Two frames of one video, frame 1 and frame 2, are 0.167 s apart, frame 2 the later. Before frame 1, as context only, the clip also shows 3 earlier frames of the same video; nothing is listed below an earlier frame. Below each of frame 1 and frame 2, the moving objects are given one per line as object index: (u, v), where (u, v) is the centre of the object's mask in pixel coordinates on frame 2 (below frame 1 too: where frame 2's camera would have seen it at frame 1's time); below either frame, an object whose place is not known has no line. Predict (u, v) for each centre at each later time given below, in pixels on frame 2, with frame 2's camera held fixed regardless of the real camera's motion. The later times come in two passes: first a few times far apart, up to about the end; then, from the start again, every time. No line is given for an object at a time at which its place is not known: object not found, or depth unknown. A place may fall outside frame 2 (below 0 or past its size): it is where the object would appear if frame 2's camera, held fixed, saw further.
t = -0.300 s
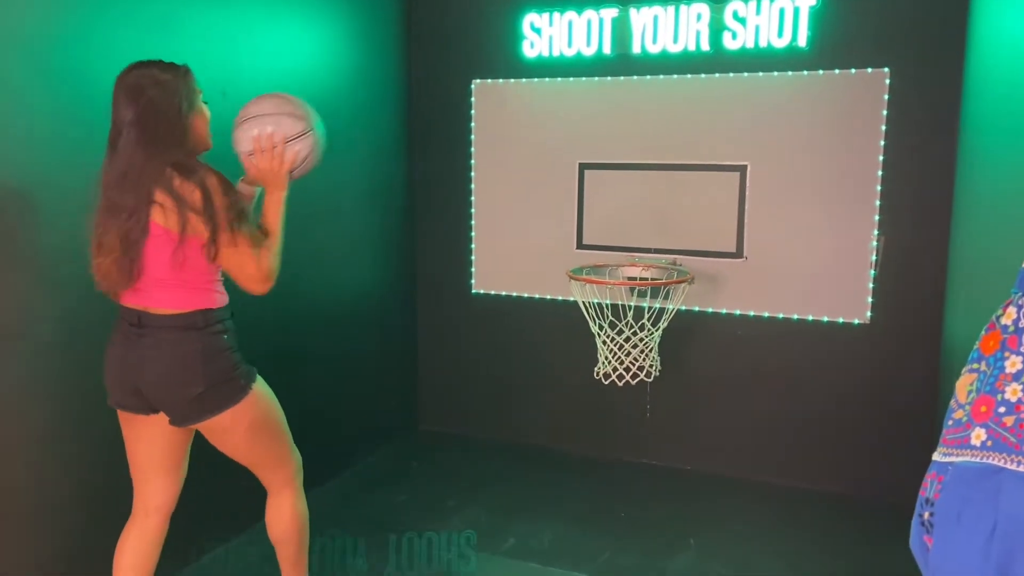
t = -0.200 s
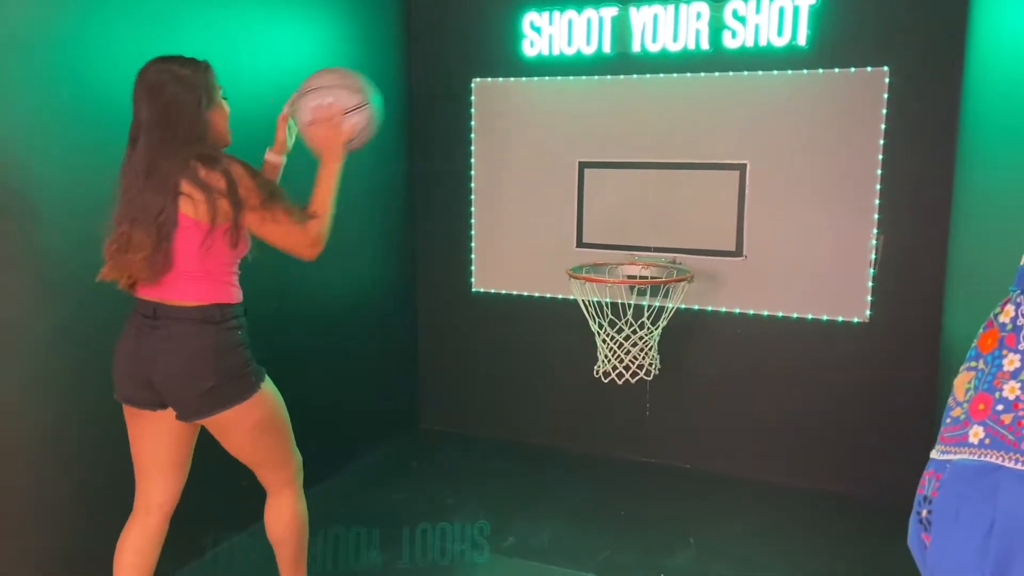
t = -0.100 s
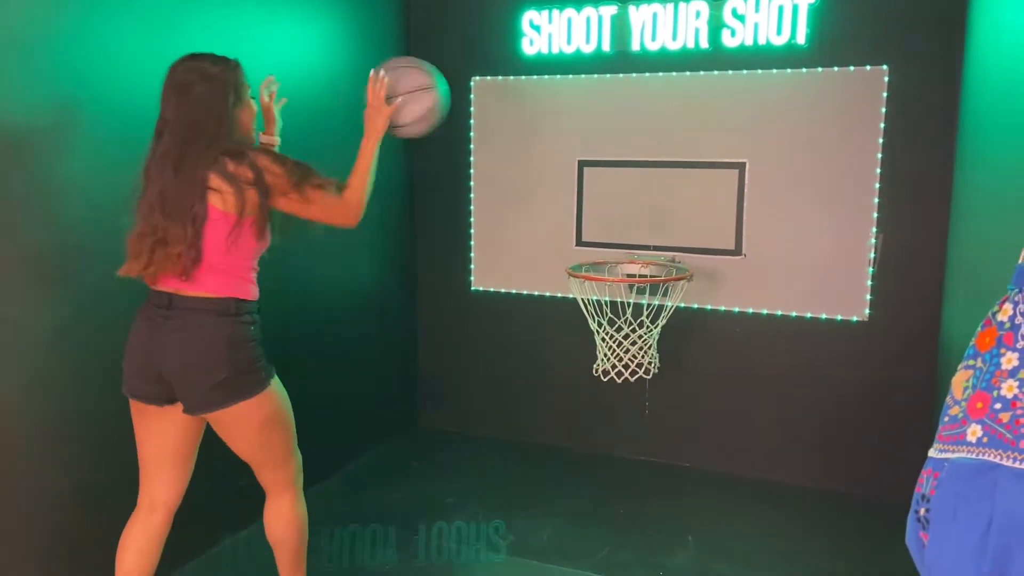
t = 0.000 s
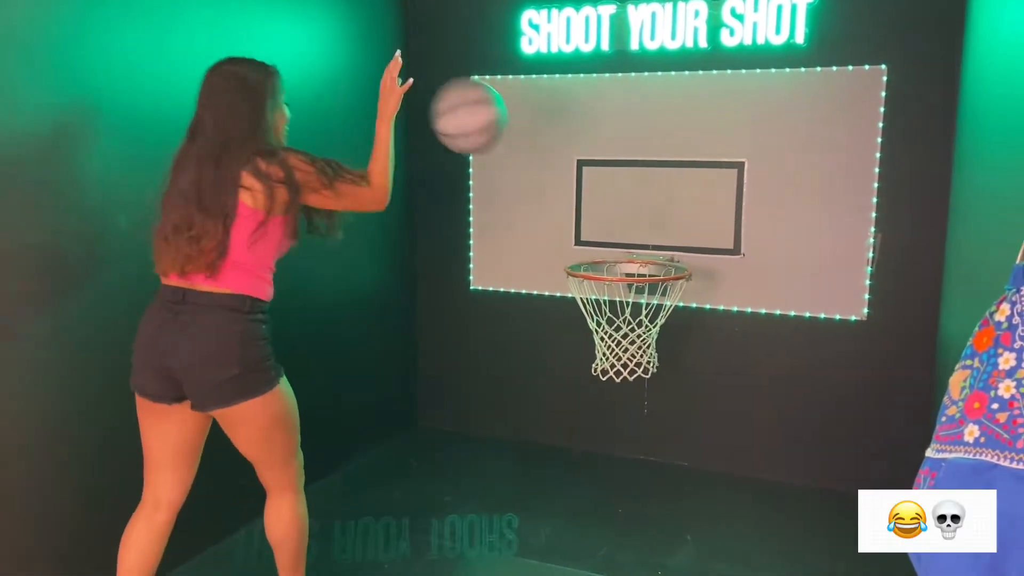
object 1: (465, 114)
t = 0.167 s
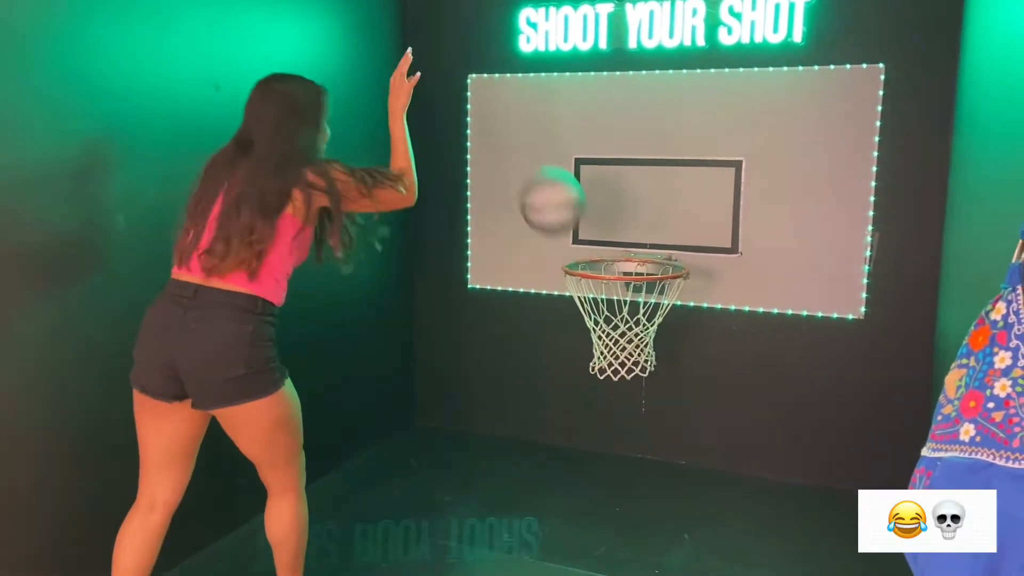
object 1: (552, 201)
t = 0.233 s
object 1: (581, 246)
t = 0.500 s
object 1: (675, 195)
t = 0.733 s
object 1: (727, 201)
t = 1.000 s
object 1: (774, 369)
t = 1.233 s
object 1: (820, 404)
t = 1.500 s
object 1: (876, 380)
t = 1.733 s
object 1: (865, 472)
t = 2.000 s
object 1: (844, 454)
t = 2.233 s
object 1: (826, 461)
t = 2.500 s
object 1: (805, 467)
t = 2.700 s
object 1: (791, 467)
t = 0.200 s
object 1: (568, 226)
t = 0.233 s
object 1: (581, 246)
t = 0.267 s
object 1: (596, 243)
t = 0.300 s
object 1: (611, 240)
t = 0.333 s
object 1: (626, 240)
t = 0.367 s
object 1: (642, 242)
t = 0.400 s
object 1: (651, 230)
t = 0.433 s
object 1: (659, 216)
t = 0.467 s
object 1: (667, 204)
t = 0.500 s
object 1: (675, 195)
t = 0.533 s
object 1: (684, 188)
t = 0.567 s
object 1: (692, 184)
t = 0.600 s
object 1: (700, 183)
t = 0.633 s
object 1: (709, 185)
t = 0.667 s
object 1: (715, 188)
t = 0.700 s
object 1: (721, 194)
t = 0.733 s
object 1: (727, 201)
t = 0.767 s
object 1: (734, 212)
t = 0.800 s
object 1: (742, 226)
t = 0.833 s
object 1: (747, 242)
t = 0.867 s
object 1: (754, 263)
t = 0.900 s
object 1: (759, 284)
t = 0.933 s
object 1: (765, 310)
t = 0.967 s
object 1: (769, 340)
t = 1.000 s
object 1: (774, 369)
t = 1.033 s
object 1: (780, 402)
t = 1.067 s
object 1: (784, 439)
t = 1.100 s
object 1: (790, 474)
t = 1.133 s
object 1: (797, 457)
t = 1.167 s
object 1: (805, 437)
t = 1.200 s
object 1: (812, 419)
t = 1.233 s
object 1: (820, 404)
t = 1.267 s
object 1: (827, 391)
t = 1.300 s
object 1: (835, 381)
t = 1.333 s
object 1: (842, 374)
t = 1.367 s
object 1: (849, 370)
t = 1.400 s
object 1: (856, 368)
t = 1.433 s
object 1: (863, 369)
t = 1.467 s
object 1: (870, 373)
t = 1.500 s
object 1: (876, 380)
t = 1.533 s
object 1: (883, 389)
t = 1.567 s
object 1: (889, 402)
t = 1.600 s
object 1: (891, 414)
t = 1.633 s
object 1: (884, 425)
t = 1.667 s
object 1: (878, 438)
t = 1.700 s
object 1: (872, 454)
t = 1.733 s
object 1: (865, 472)
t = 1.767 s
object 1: (862, 468)
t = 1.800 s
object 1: (860, 458)
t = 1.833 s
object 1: (858, 450)
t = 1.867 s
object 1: (855, 446)
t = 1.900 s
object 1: (853, 444)
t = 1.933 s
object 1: (850, 445)
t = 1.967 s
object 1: (848, 448)
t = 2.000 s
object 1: (844, 454)
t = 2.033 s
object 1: (842, 463)
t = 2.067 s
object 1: (839, 473)
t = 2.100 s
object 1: (836, 467)
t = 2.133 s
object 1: (834, 461)
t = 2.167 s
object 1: (831, 459)
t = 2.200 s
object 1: (828, 458)
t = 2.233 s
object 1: (826, 461)
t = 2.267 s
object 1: (822, 465)
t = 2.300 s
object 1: (820, 472)
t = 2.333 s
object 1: (817, 467)
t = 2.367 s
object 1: (815, 464)
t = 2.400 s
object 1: (812, 464)
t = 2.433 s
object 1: (810, 466)
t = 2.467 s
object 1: (807, 470)
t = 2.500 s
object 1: (805, 467)
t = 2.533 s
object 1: (802, 466)
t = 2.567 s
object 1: (800, 468)
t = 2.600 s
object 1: (797, 469)
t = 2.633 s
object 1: (795, 467)
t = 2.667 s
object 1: (793, 468)
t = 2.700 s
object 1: (791, 467)
